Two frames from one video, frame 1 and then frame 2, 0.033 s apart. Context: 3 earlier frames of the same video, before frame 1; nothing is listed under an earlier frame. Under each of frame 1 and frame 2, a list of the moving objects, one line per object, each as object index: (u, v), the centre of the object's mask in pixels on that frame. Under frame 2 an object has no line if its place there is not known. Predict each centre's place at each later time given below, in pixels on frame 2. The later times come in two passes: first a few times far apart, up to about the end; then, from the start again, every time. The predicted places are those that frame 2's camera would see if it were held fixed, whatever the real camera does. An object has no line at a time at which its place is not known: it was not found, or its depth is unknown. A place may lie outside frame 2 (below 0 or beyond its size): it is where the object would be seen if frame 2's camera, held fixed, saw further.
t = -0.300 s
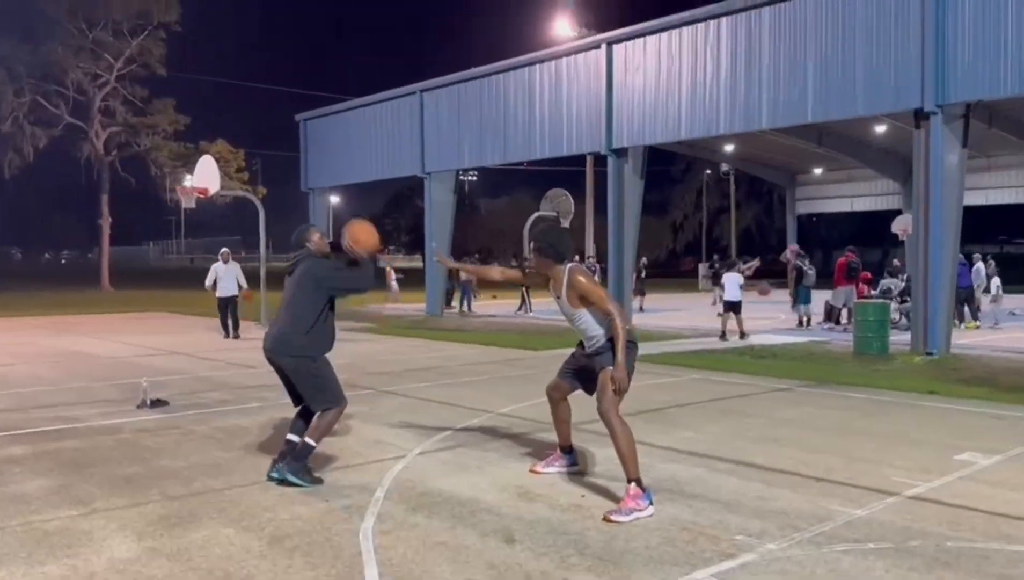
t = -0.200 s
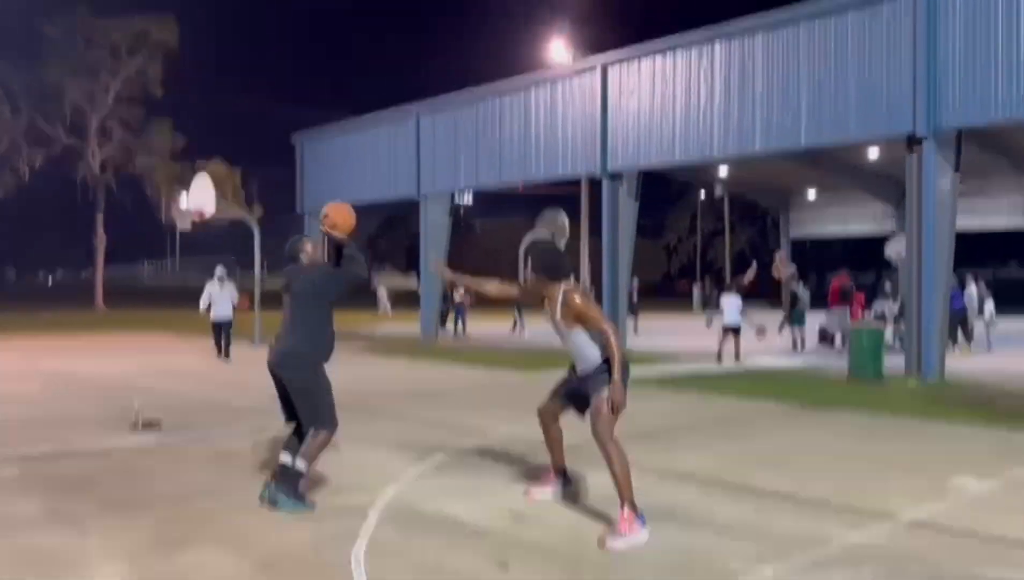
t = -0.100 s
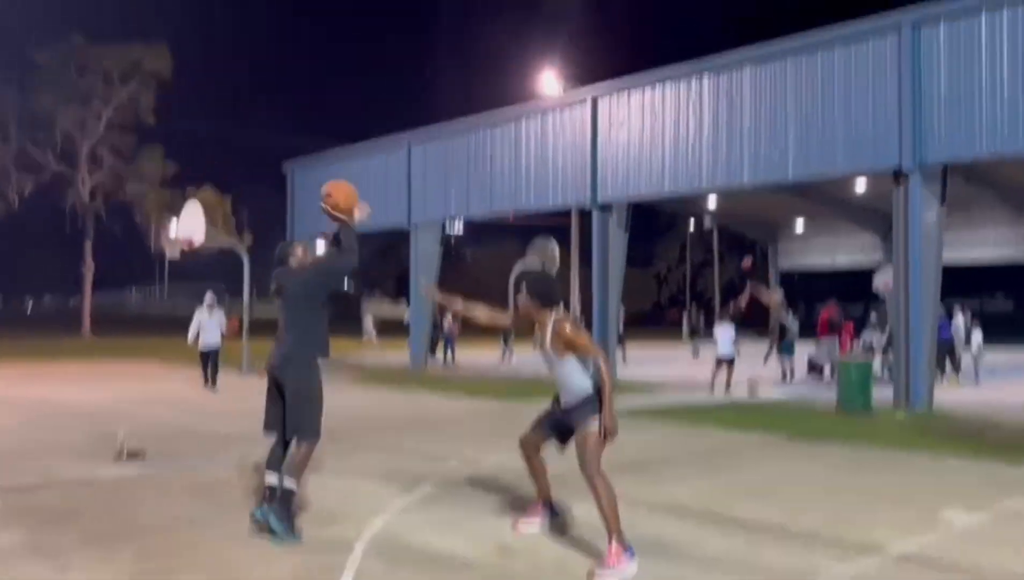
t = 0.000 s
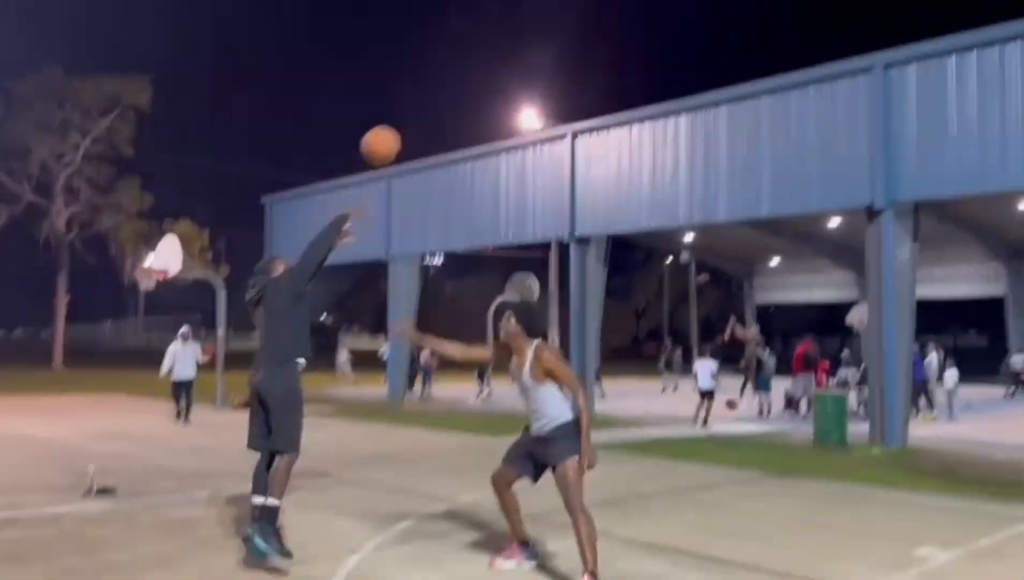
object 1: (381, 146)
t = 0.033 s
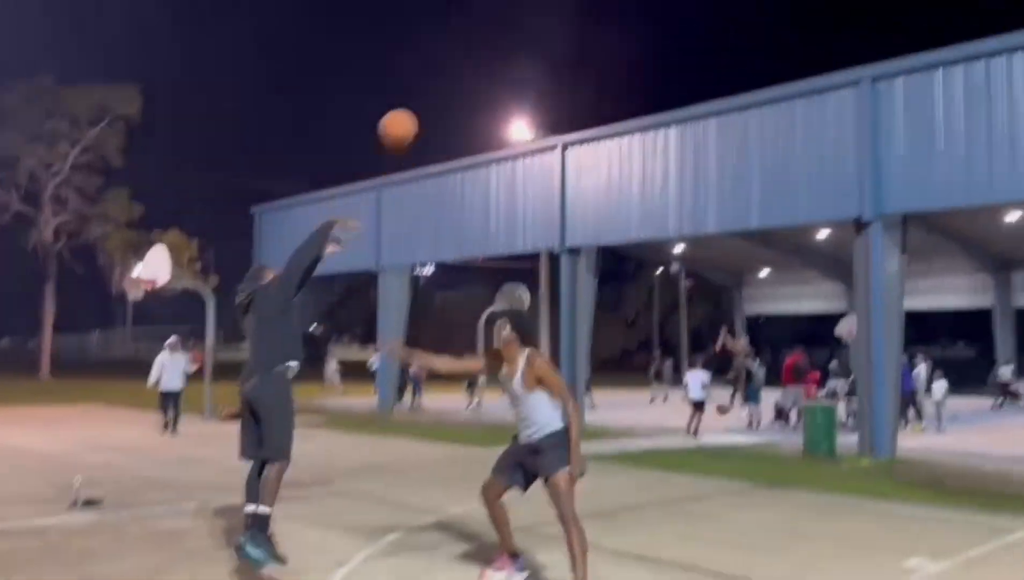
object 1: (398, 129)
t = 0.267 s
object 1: (582, -12)
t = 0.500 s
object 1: (764, -77)
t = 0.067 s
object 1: (425, 104)
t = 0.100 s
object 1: (451, 80)
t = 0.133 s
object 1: (478, 57)
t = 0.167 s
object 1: (504, 38)
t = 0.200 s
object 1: (531, 19)
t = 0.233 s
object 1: (556, 3)
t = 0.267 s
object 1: (582, -12)
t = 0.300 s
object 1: (609, -26)
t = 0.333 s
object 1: (635, -39)
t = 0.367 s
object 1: (661, -50)
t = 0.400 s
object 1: (687, -59)
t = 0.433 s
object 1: (713, -67)
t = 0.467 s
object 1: (739, -72)
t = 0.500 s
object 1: (764, -77)
